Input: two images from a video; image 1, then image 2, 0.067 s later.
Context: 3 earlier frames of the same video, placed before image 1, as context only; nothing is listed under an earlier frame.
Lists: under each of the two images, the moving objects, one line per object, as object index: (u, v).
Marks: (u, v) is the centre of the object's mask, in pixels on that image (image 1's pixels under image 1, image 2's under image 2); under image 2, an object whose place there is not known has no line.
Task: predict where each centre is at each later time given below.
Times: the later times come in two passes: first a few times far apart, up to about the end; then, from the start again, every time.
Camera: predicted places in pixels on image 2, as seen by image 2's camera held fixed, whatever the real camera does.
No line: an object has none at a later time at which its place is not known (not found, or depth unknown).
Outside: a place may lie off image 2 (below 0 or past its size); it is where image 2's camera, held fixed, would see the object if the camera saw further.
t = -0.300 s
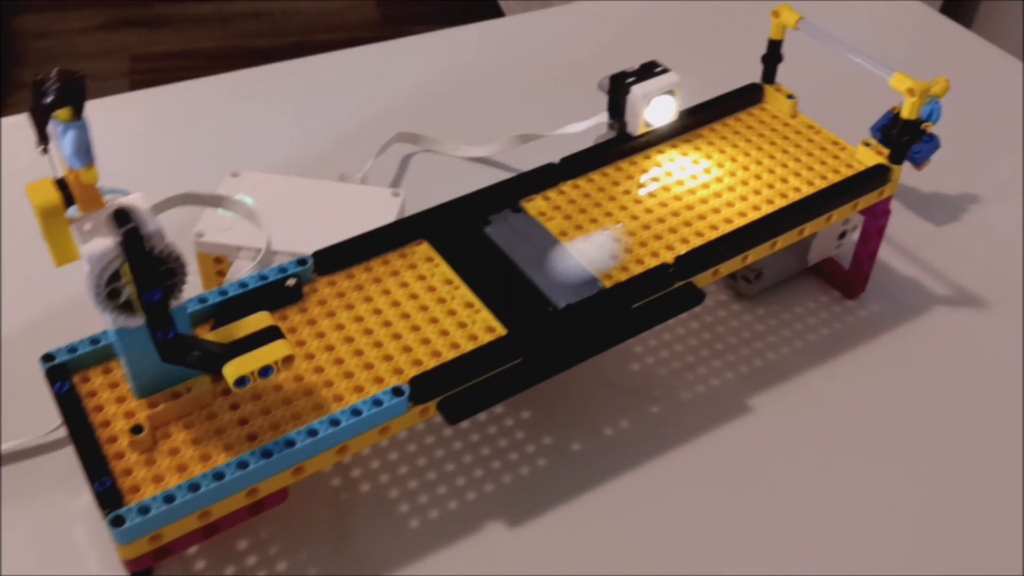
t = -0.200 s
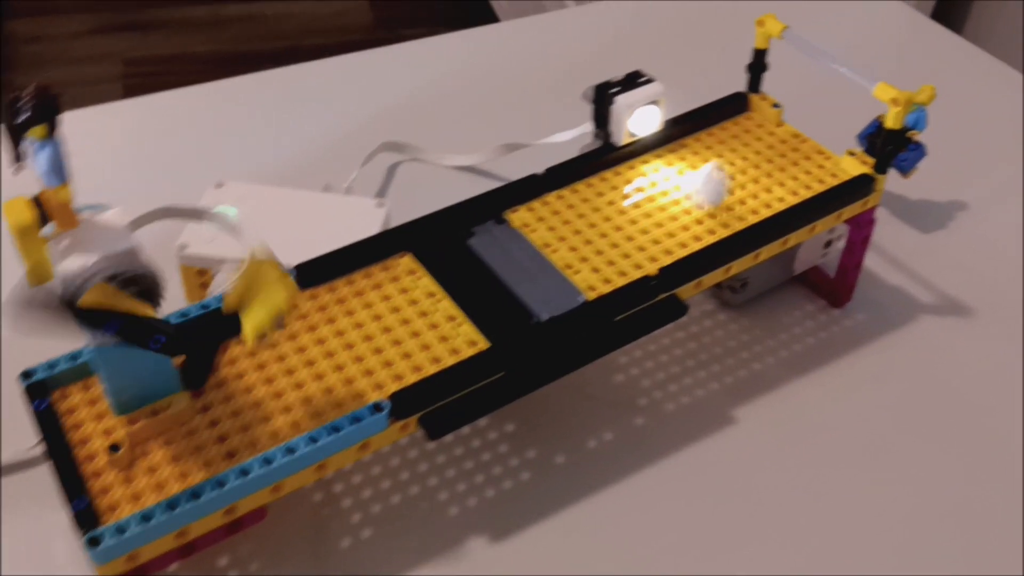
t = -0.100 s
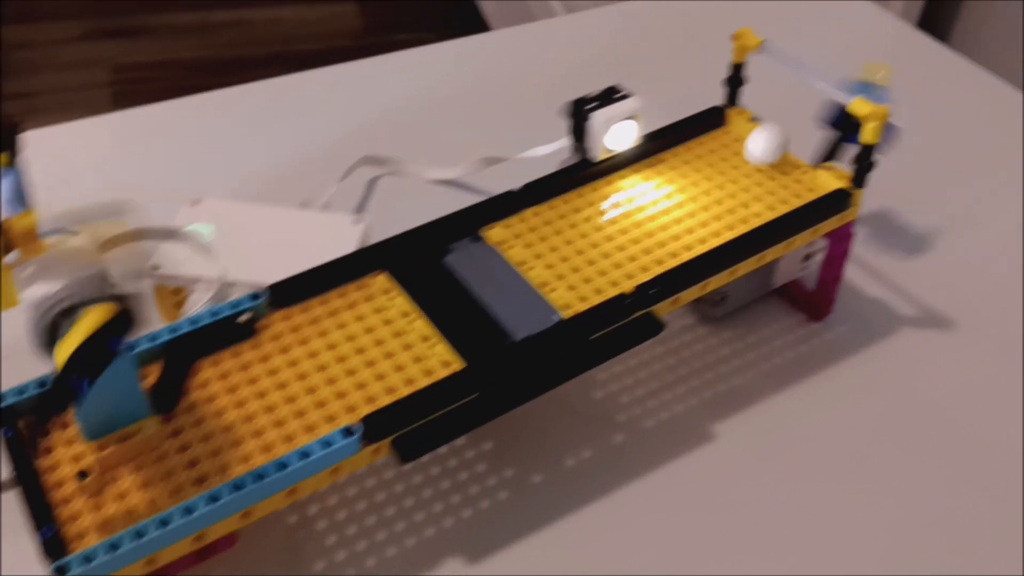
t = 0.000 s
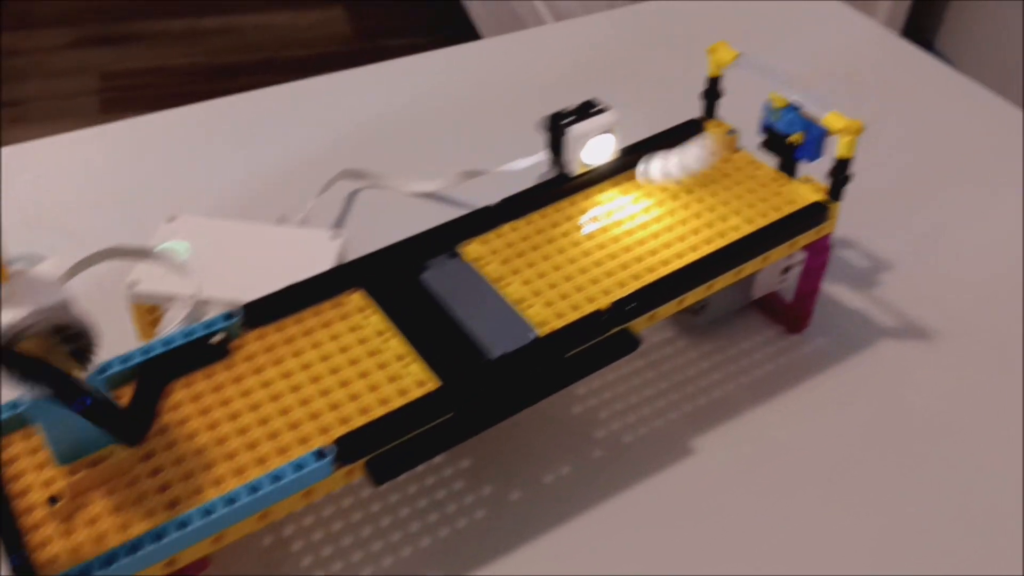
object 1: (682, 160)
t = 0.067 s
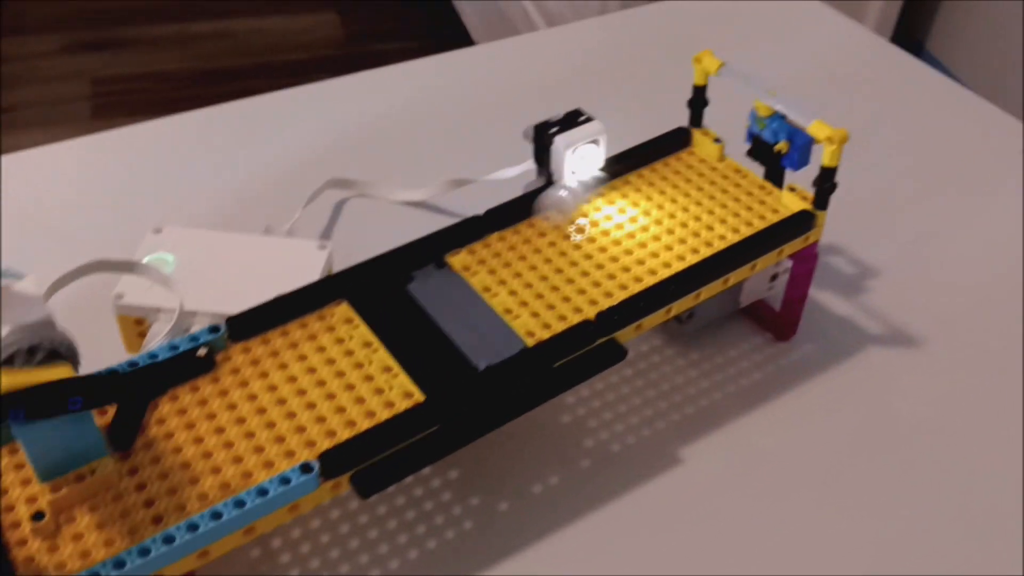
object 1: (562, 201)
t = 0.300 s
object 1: (334, 355)
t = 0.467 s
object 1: (167, 476)
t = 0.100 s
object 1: (533, 220)
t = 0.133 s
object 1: (496, 246)
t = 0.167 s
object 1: (459, 273)
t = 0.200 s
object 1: (430, 294)
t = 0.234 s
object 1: (399, 314)
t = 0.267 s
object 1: (371, 332)
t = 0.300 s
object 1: (334, 355)
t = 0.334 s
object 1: (305, 376)
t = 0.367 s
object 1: (272, 399)
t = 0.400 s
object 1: (238, 424)
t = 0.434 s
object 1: (203, 450)
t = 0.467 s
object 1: (167, 476)
